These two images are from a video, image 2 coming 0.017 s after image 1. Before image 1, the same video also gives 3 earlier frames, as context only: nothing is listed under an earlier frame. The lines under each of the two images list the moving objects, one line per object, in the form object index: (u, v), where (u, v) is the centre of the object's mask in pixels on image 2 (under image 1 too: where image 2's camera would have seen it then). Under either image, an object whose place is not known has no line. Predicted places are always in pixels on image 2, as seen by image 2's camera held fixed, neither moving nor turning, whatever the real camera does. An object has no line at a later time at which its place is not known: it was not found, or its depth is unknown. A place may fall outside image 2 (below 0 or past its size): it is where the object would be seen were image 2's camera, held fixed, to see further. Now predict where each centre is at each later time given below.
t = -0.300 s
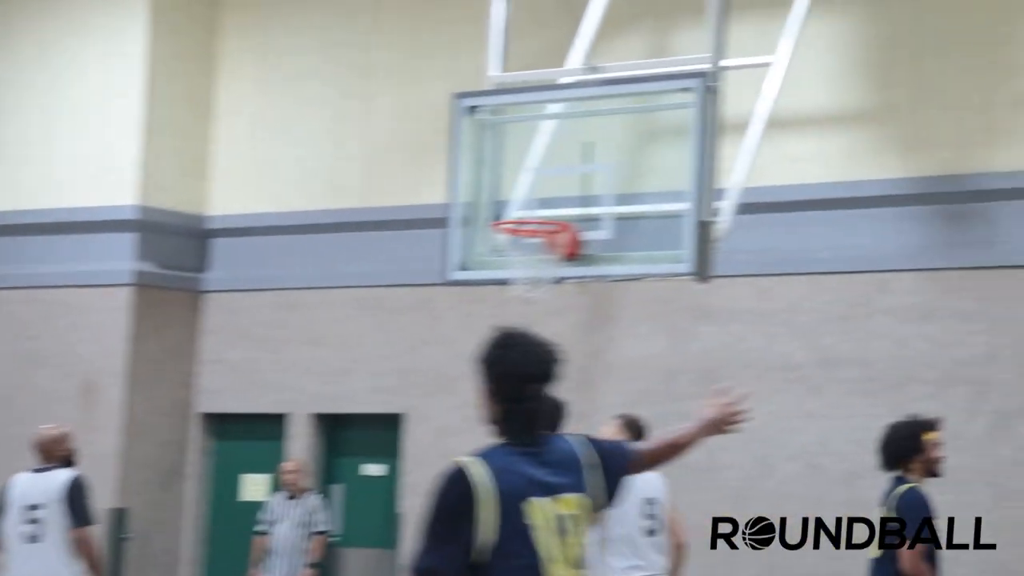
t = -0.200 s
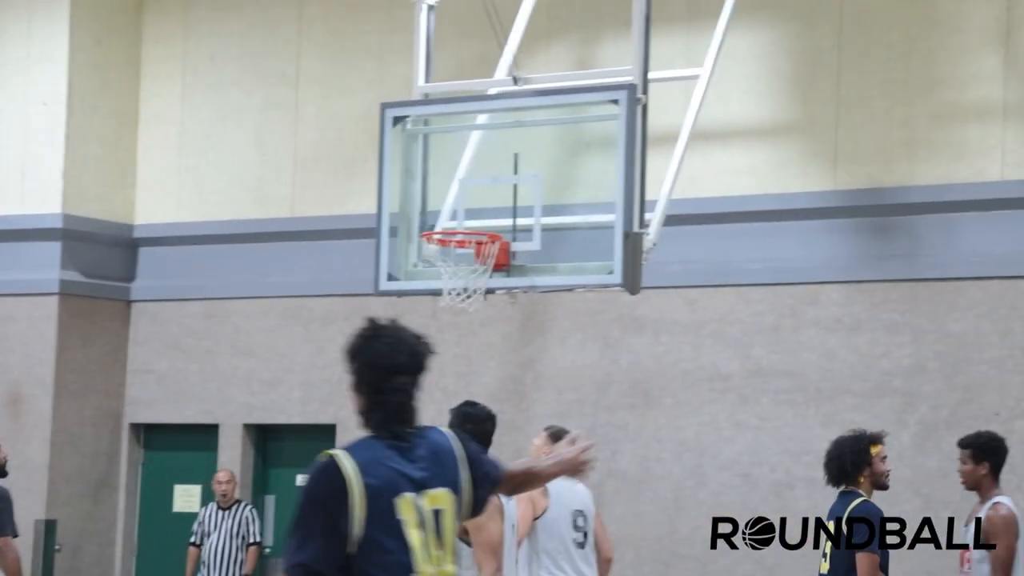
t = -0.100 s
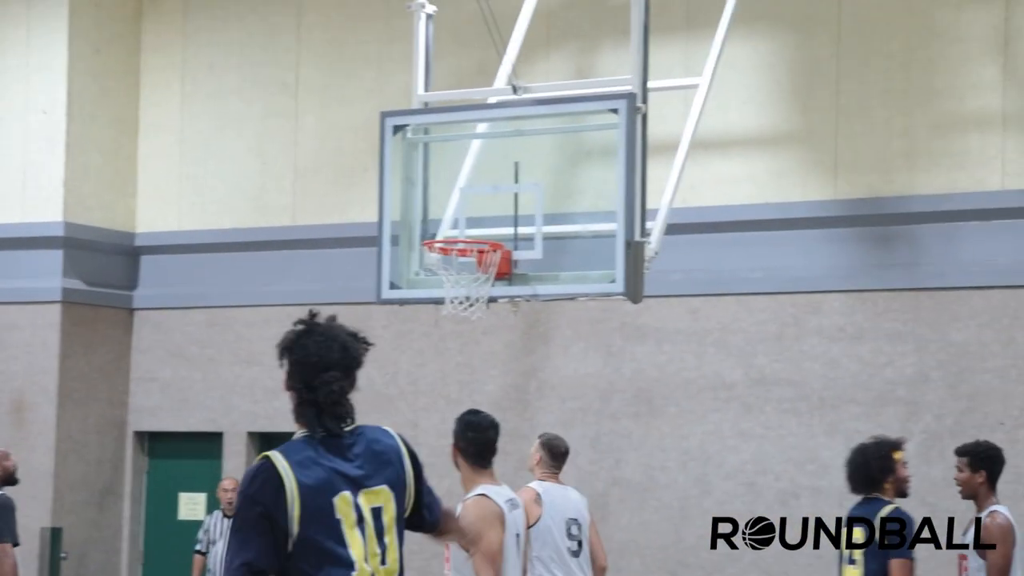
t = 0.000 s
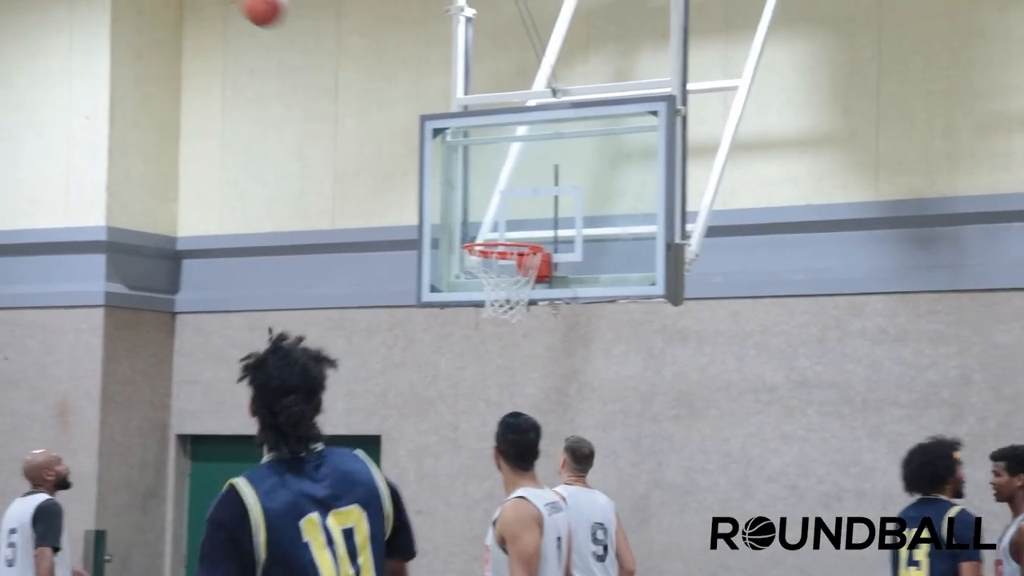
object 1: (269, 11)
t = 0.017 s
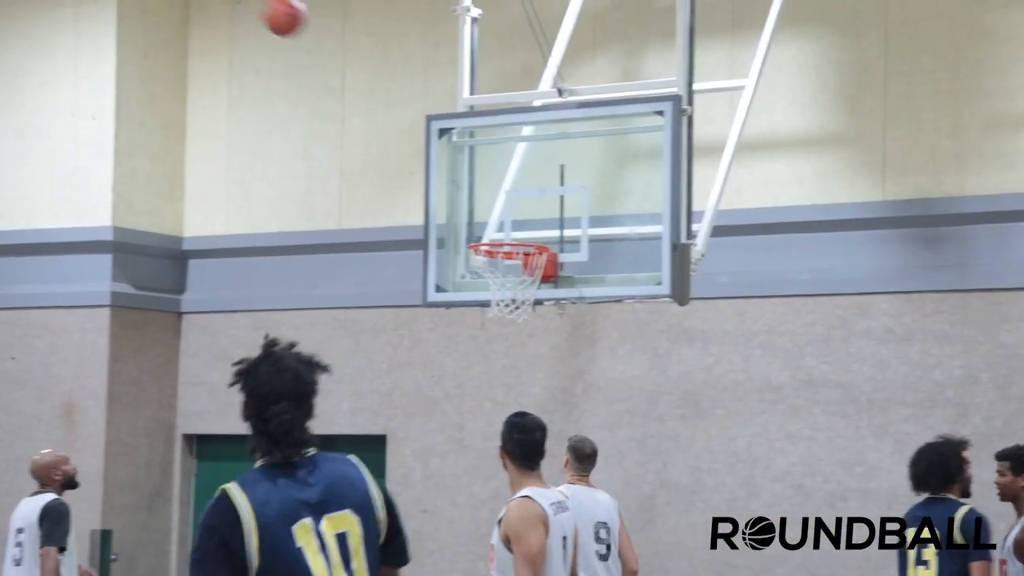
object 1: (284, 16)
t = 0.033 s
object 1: (297, 24)
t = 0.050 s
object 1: (311, 34)
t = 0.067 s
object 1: (325, 44)
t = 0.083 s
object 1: (339, 55)
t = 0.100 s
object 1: (352, 65)
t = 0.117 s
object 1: (365, 76)
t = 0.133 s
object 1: (379, 89)
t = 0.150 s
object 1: (392, 100)
